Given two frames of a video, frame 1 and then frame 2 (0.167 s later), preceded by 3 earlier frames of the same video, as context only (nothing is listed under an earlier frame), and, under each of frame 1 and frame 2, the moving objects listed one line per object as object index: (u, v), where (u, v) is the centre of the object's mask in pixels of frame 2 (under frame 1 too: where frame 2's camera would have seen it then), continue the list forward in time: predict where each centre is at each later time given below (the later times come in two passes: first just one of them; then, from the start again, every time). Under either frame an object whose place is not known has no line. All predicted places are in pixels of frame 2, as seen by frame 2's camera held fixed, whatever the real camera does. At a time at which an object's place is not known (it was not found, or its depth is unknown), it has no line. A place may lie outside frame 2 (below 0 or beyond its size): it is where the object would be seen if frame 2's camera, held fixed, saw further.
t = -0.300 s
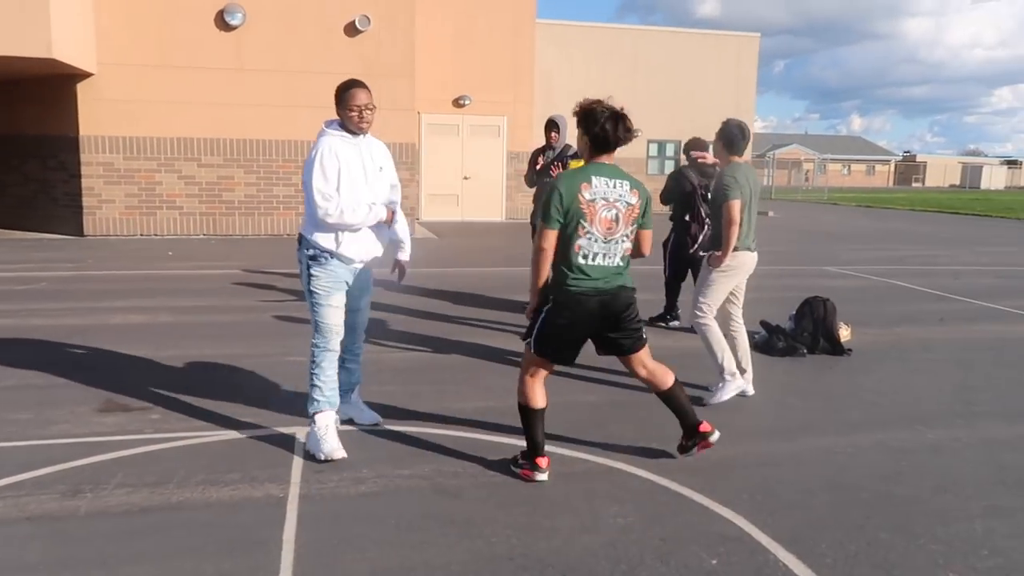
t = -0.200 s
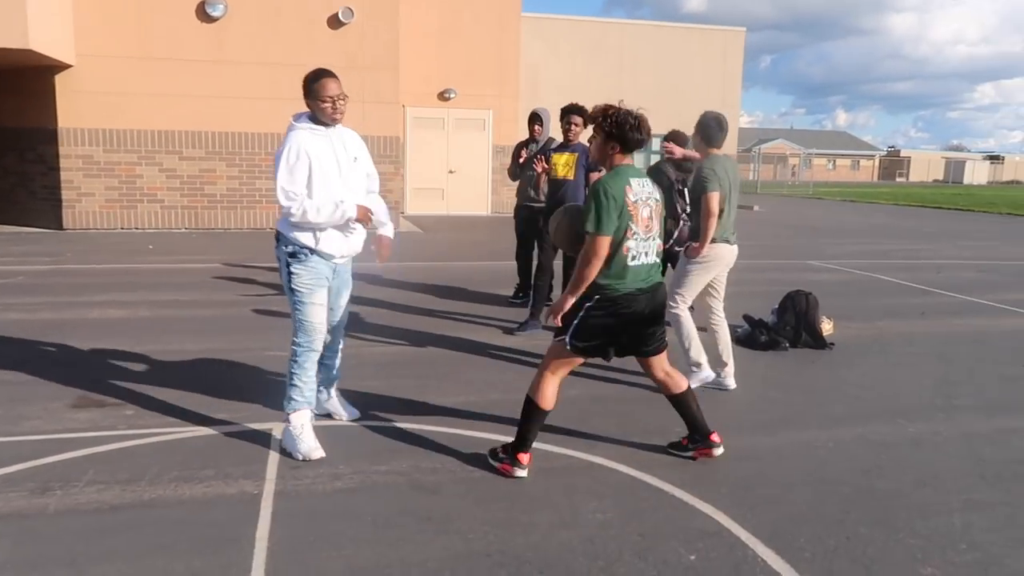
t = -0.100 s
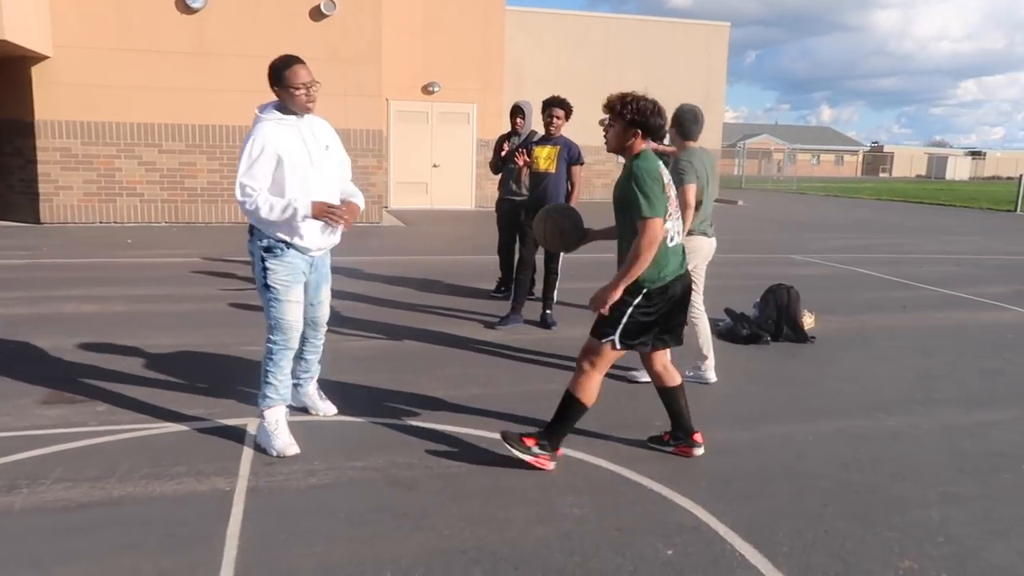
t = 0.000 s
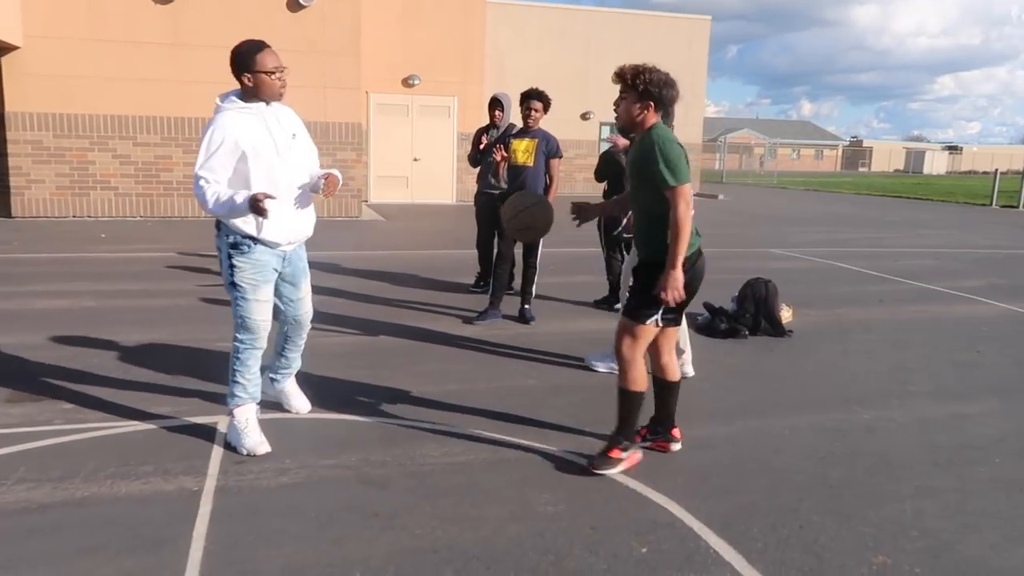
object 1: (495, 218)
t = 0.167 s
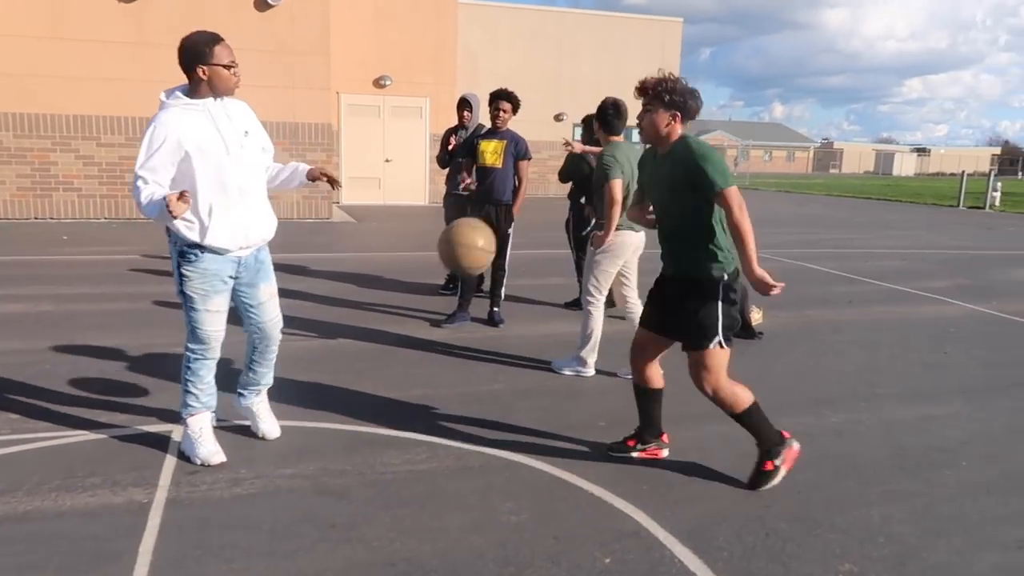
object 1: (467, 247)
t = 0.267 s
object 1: (447, 300)
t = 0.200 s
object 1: (459, 262)
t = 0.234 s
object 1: (452, 280)
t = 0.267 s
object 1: (447, 300)
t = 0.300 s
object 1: (441, 324)
